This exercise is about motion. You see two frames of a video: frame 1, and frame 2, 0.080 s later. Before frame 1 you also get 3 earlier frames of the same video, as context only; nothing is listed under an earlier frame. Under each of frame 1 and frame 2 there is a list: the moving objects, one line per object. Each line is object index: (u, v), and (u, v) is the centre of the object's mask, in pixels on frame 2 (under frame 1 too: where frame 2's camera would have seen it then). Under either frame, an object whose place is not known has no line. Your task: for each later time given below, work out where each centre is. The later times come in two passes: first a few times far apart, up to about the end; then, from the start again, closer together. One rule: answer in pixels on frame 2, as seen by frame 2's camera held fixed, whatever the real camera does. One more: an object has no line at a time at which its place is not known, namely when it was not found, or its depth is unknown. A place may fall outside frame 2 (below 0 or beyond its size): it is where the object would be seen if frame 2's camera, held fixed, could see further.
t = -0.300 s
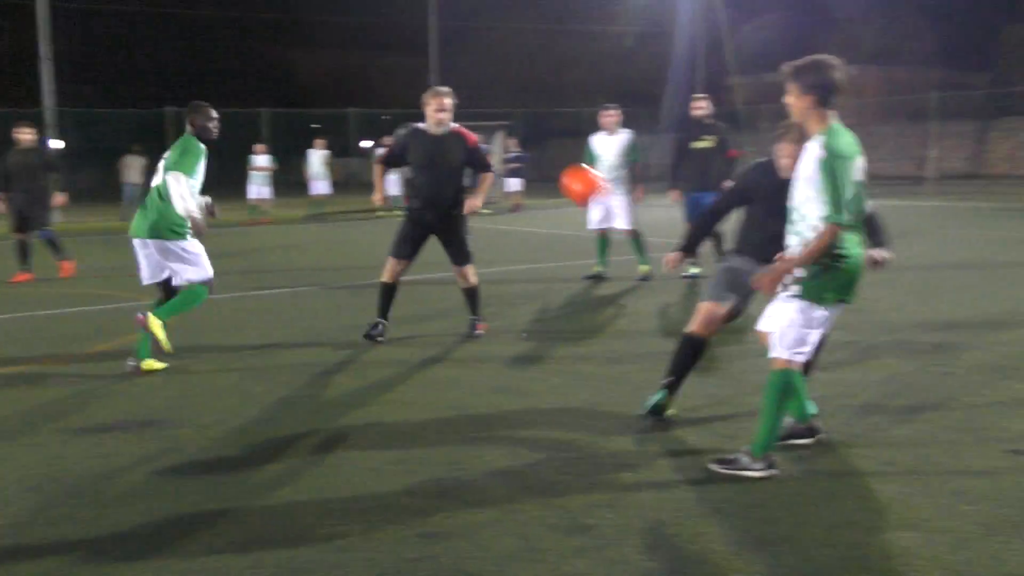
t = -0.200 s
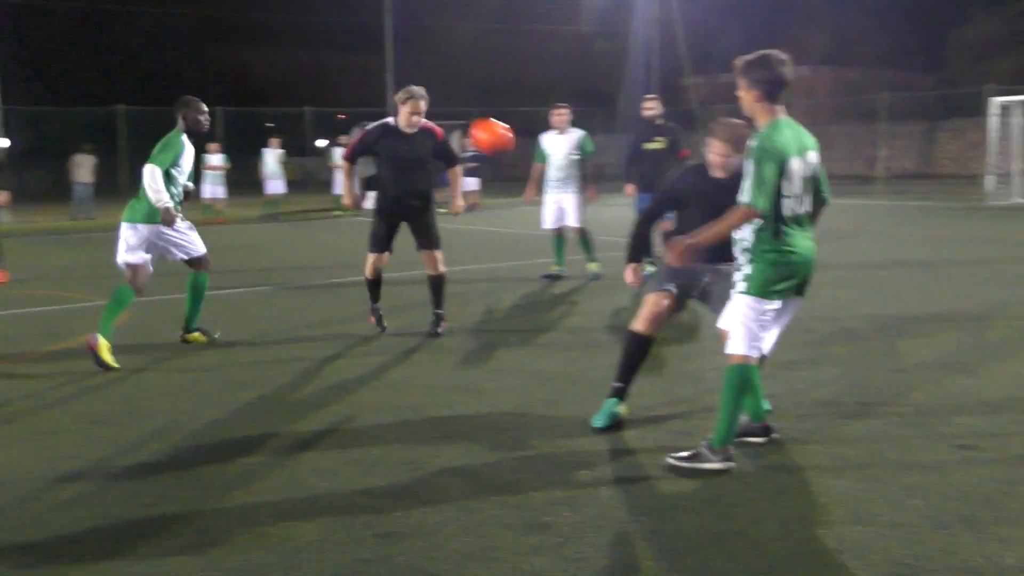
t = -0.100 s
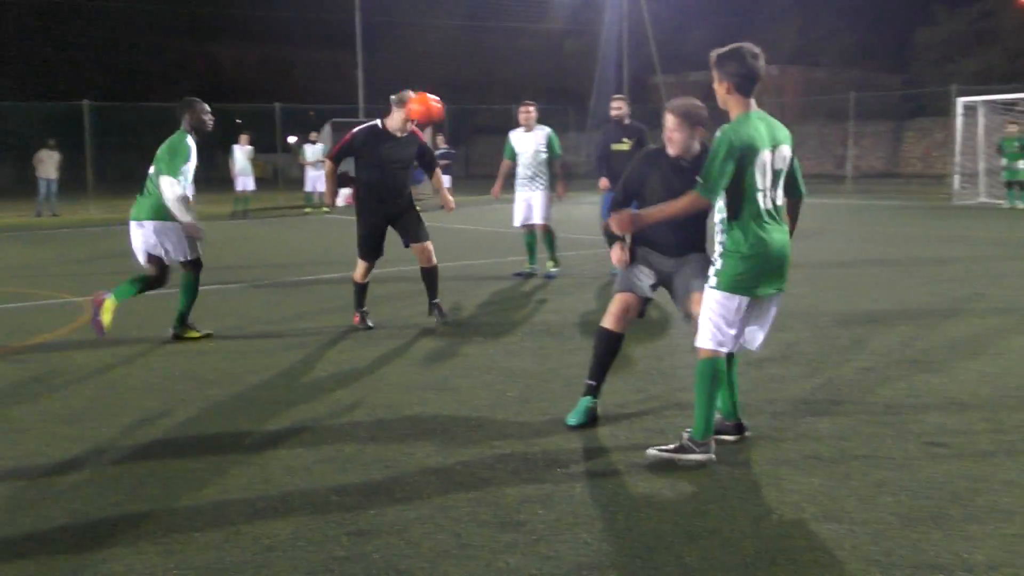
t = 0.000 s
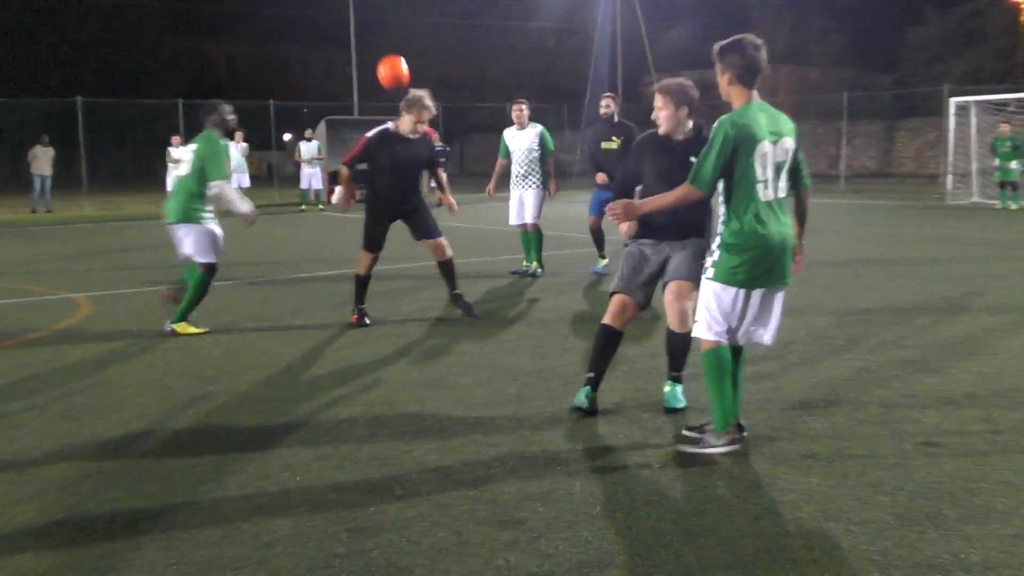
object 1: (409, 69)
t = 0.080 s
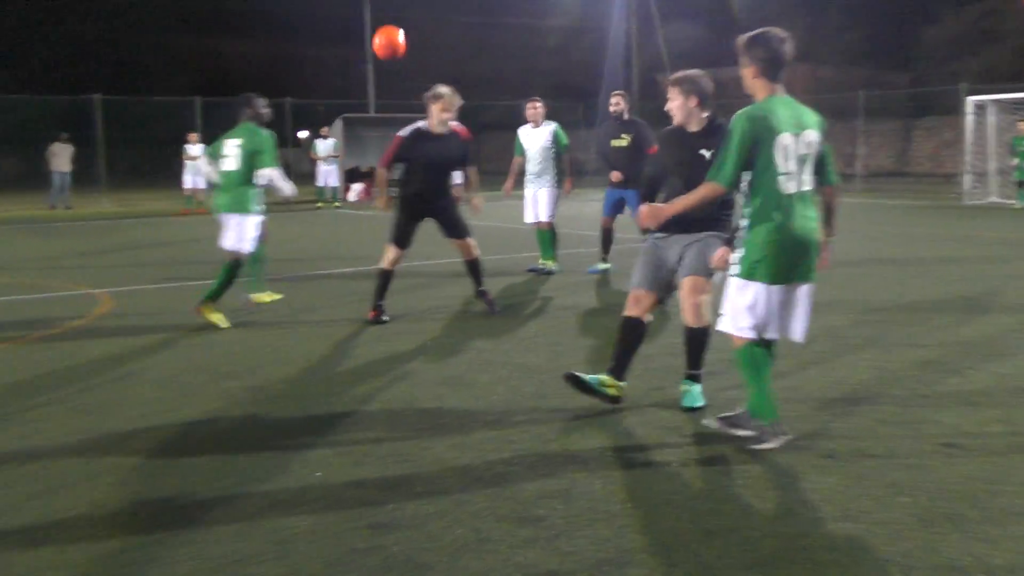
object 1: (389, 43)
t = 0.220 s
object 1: (353, 17)
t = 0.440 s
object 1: (290, 33)
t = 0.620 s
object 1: (231, 122)
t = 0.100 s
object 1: (384, 37)
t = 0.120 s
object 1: (379, 32)
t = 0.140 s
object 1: (373, 27)
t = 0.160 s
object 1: (368, 23)
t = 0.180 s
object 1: (363, 20)
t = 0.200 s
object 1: (358, 18)
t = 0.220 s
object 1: (353, 17)
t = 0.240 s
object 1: (346, 16)
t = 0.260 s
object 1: (341, 17)
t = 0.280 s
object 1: (335, 17)
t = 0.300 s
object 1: (330, 17)
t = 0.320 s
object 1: (324, 18)
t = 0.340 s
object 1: (318, 19)
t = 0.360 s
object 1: (313, 20)
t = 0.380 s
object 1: (307, 23)
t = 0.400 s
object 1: (301, 25)
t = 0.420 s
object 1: (296, 28)
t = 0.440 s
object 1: (290, 33)
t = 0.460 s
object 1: (284, 40)
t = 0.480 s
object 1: (278, 46)
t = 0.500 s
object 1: (272, 55)
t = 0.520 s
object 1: (266, 64)
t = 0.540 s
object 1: (259, 74)
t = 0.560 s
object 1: (253, 85)
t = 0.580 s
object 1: (247, 97)
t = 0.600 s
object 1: (240, 109)
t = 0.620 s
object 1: (231, 122)
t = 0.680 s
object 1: (216, 170)
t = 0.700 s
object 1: (208, 190)
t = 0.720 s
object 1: (199, 210)
